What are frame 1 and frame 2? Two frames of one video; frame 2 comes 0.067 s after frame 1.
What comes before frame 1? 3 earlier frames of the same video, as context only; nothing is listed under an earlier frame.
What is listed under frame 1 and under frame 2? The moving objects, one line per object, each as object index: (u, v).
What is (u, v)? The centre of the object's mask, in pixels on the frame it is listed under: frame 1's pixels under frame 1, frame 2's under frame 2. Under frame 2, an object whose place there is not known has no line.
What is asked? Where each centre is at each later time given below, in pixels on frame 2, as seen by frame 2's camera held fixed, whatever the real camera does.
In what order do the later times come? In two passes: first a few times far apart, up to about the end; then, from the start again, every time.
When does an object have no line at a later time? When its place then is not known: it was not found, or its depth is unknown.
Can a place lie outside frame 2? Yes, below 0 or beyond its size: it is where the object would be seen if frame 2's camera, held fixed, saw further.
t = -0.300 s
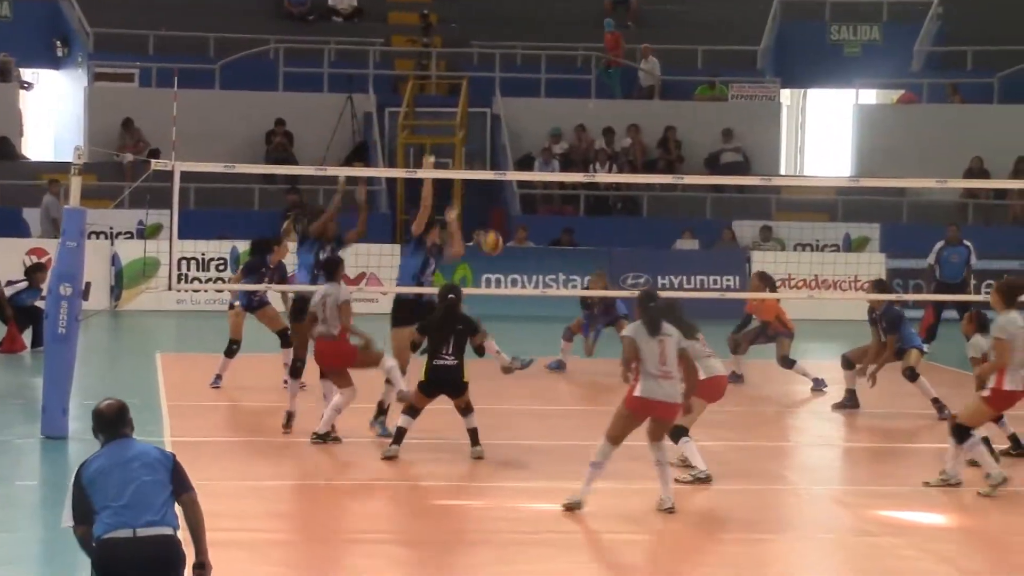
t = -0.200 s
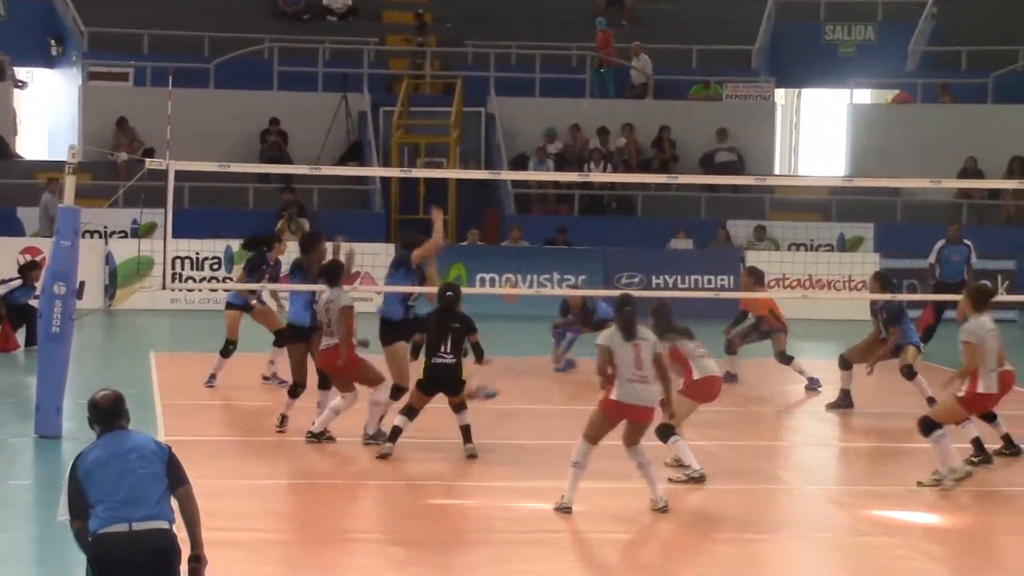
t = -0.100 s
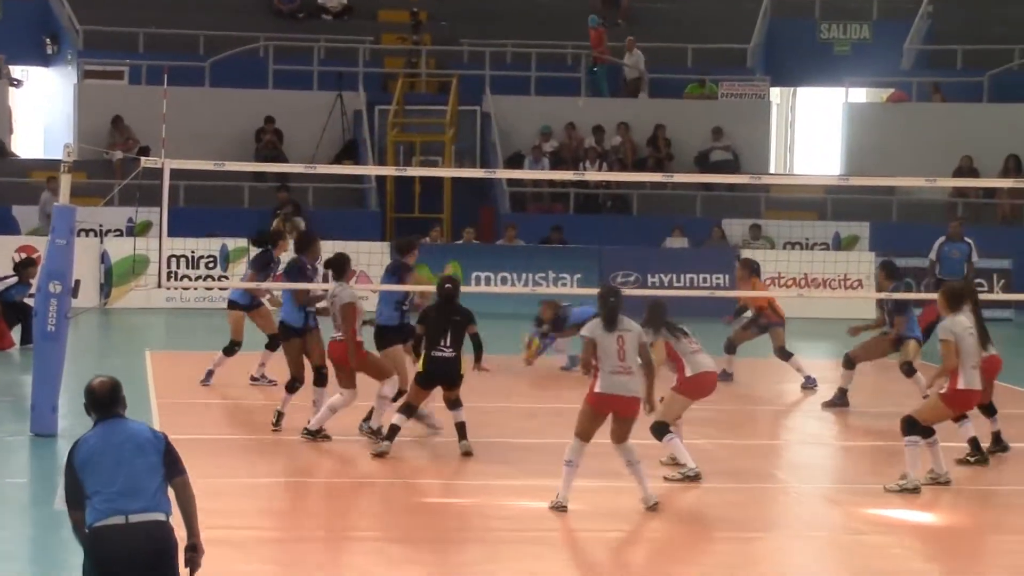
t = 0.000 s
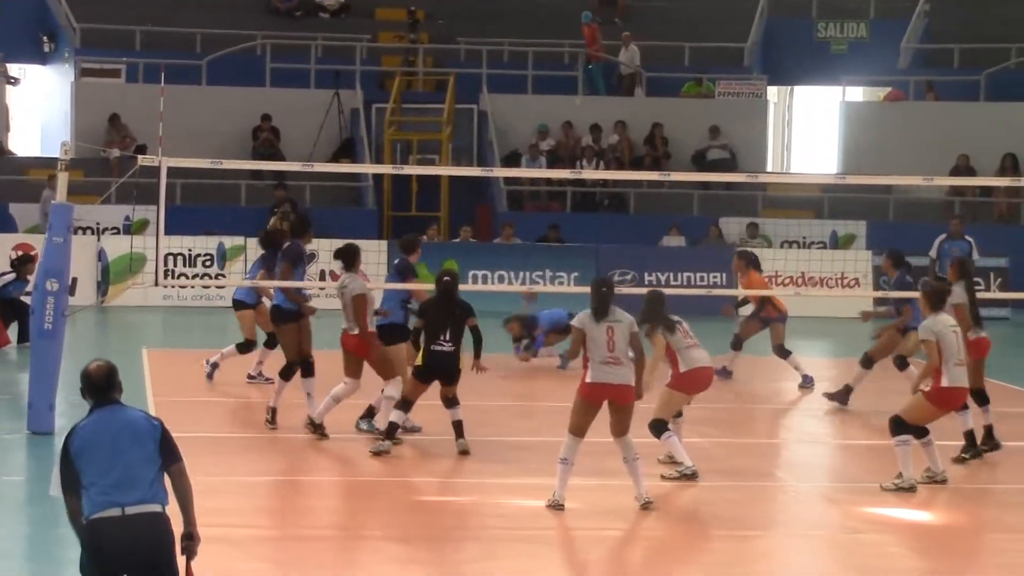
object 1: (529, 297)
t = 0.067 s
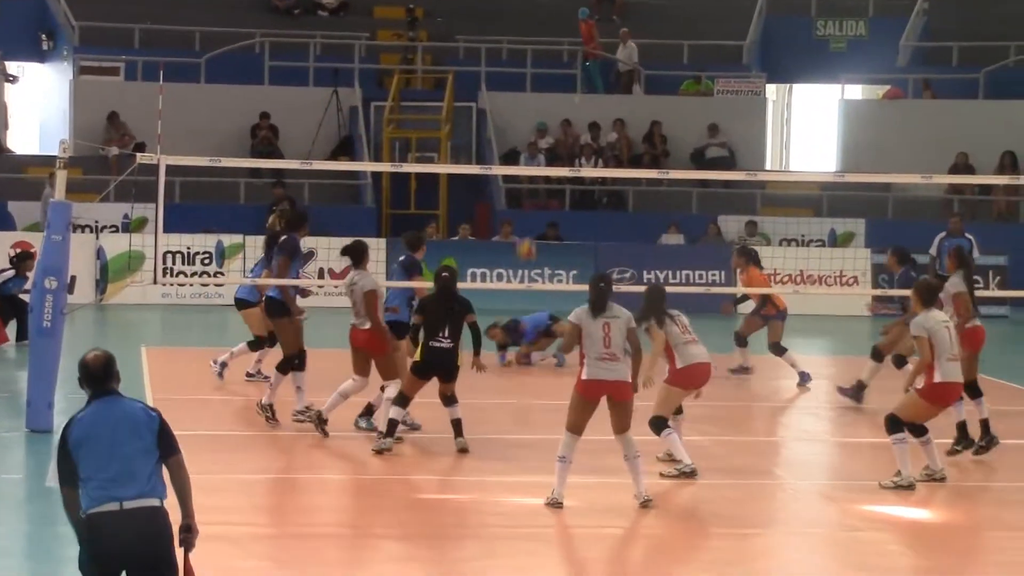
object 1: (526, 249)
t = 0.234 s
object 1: (520, 162)
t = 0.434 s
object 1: (520, 97)
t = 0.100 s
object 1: (526, 230)
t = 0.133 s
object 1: (525, 212)
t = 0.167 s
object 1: (524, 197)
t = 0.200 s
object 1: (522, 183)
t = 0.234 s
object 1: (520, 162)
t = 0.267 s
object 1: (522, 152)
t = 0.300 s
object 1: (522, 136)
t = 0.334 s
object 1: (522, 126)
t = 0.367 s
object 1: (520, 117)
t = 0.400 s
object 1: (520, 107)
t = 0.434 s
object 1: (520, 97)
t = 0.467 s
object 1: (519, 89)
